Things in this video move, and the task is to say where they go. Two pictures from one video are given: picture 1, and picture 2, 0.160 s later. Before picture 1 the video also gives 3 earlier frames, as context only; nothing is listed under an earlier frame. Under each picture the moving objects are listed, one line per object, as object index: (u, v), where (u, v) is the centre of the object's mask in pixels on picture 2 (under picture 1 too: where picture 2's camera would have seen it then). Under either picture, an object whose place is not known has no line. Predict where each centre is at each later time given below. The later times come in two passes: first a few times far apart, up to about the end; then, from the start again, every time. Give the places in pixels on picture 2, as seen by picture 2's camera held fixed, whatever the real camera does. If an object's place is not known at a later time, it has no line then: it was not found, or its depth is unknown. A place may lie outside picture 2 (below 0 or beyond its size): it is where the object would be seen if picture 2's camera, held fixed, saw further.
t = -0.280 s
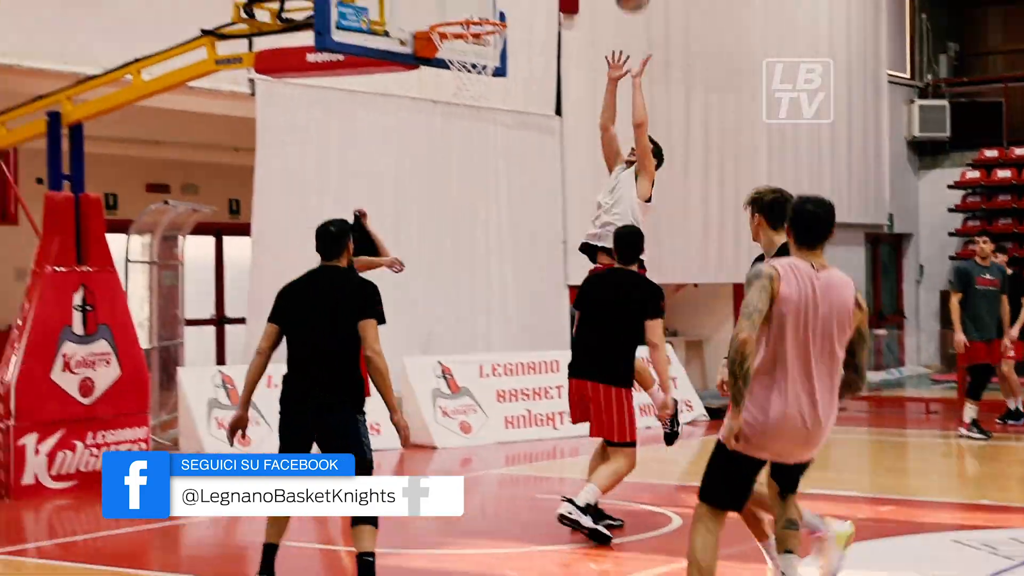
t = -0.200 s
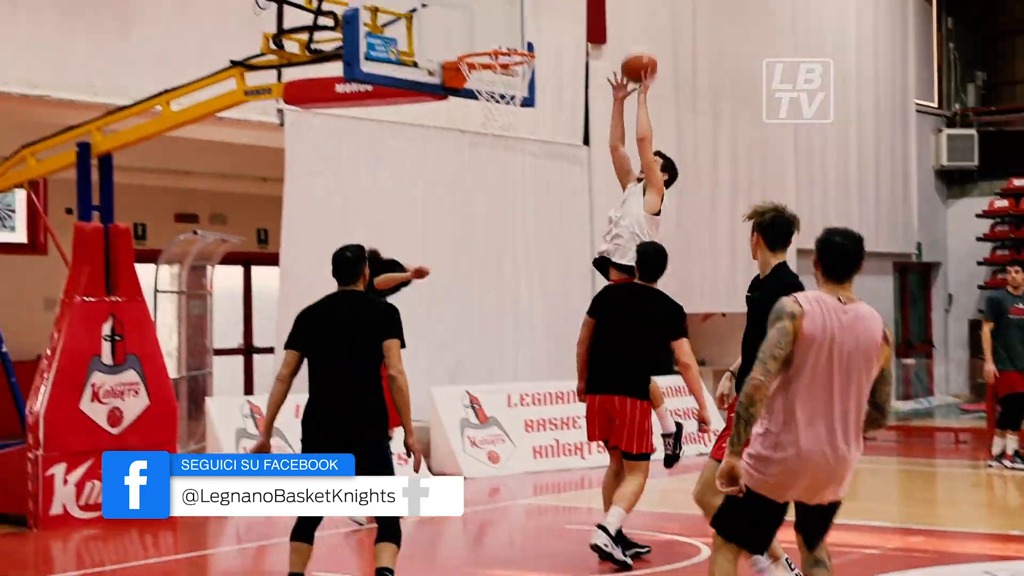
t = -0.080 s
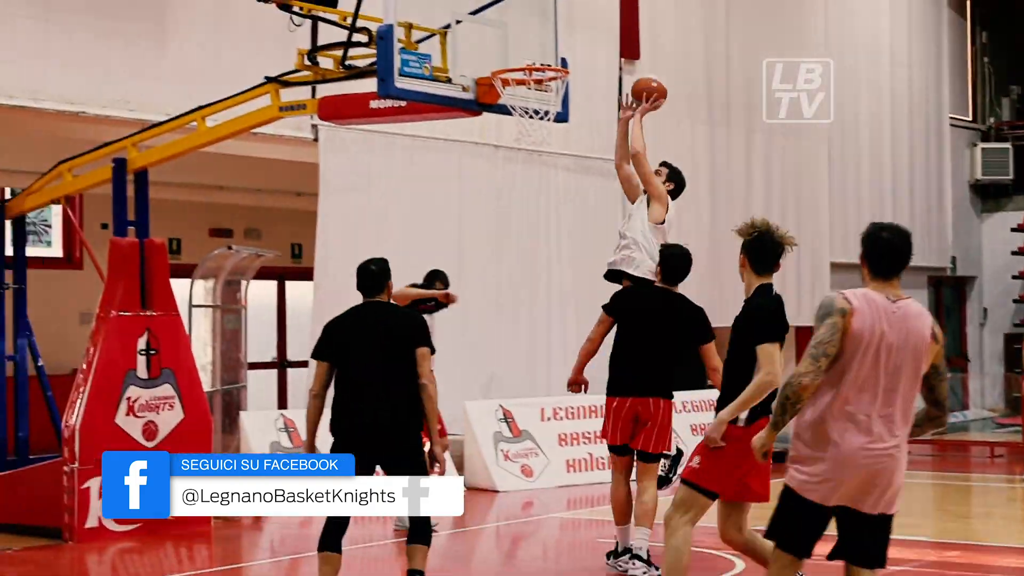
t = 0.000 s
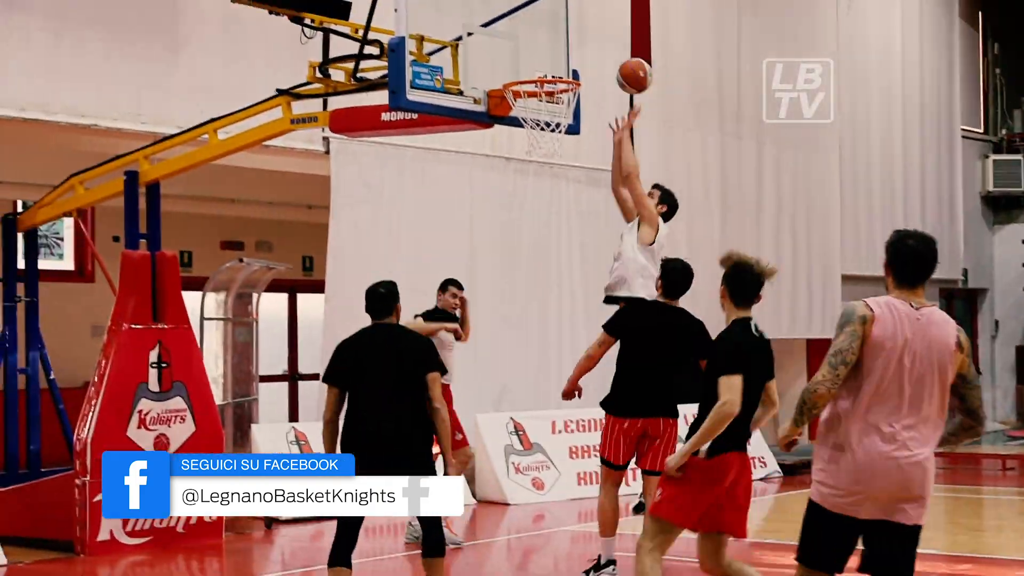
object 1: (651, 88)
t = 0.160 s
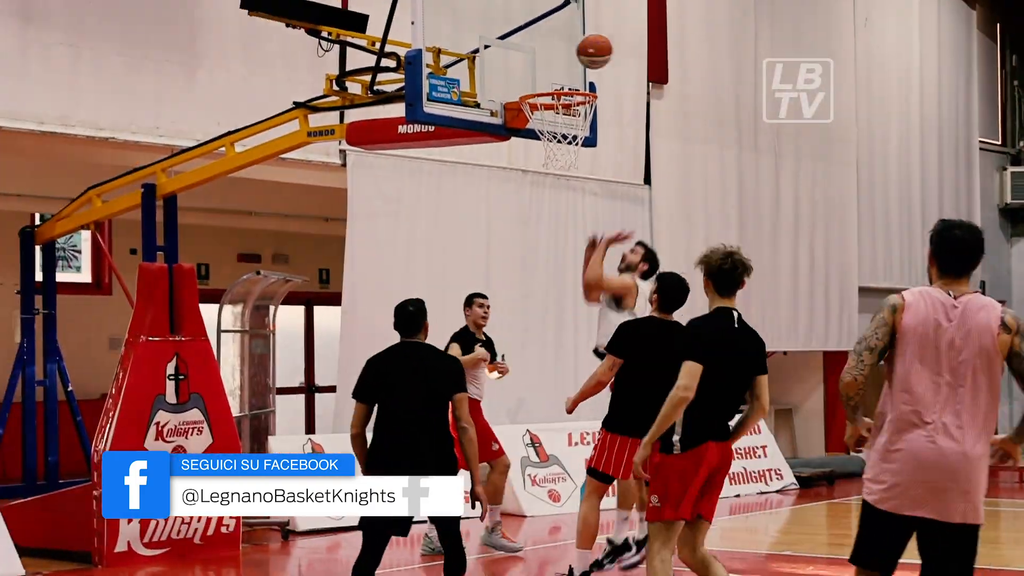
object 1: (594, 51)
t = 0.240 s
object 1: (566, 46)
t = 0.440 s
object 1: (565, 76)
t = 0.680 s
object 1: (567, 142)
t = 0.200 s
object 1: (580, 47)
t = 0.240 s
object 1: (566, 46)
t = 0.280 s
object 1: (556, 48)
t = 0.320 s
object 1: (558, 51)
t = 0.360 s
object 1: (561, 58)
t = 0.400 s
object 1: (563, 67)
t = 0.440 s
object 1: (565, 76)
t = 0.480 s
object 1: (567, 83)
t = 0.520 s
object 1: (567, 102)
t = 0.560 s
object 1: (566, 113)
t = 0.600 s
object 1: (567, 127)
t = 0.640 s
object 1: (567, 139)
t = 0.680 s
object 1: (567, 142)
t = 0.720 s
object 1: (566, 153)
